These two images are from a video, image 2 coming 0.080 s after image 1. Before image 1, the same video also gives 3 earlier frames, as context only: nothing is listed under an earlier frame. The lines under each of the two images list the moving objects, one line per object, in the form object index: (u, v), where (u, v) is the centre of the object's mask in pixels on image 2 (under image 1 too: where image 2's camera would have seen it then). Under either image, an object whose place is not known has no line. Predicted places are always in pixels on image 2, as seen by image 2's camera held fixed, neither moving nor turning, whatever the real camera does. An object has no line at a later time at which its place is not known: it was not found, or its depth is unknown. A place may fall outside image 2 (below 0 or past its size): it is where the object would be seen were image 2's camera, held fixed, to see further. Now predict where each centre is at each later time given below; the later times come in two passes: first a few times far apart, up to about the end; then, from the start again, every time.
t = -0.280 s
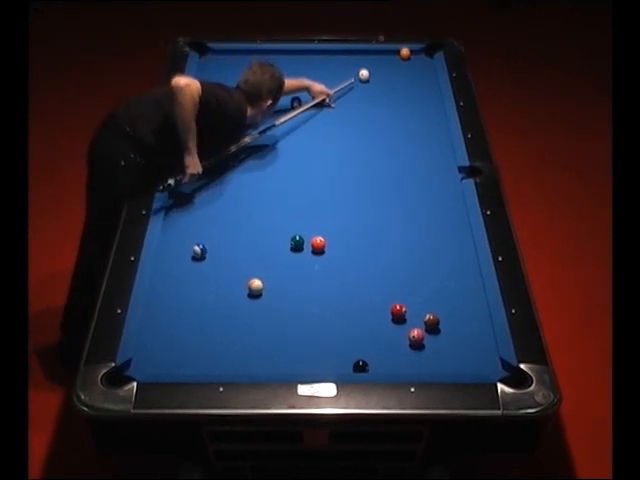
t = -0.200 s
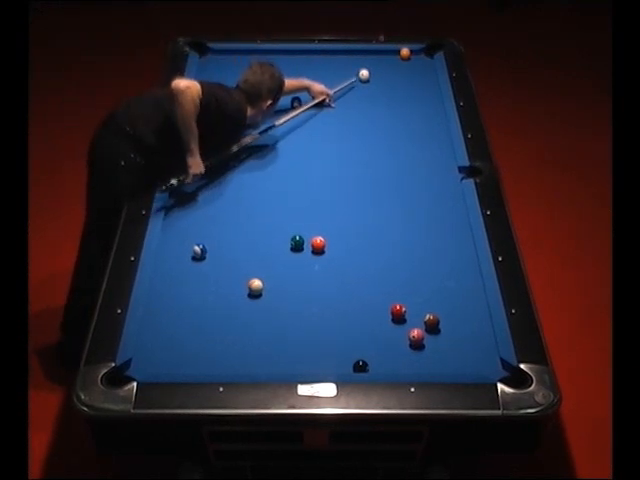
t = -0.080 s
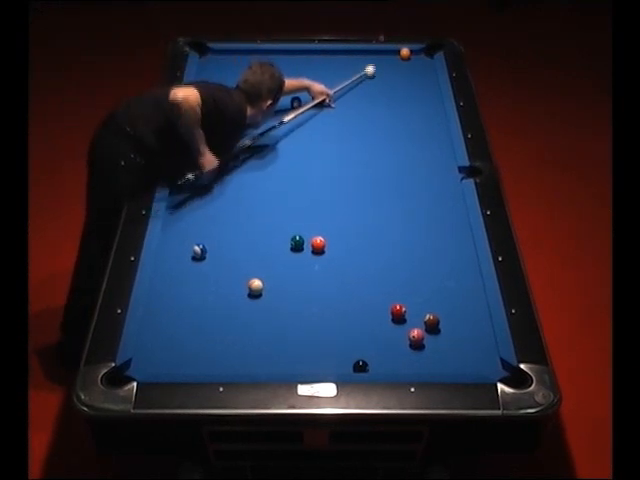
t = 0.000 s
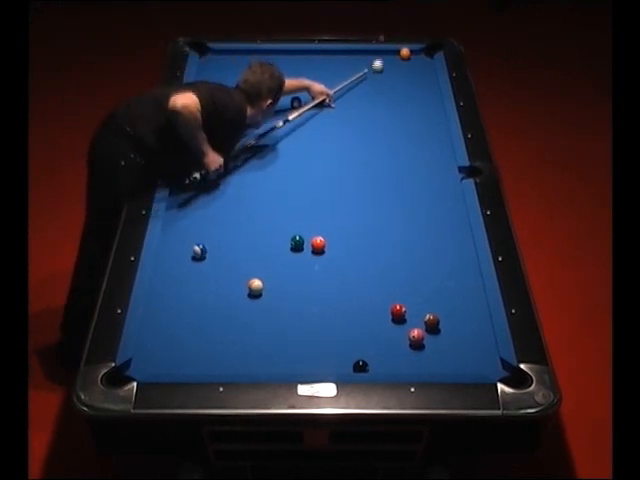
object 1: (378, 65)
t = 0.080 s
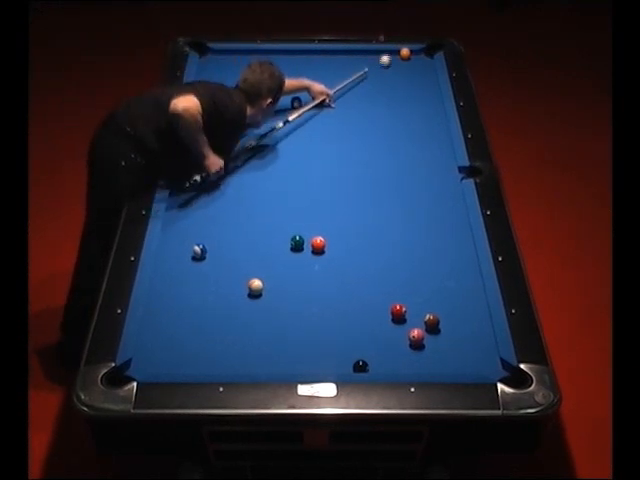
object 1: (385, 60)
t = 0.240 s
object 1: (394, 52)
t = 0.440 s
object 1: (391, 58)
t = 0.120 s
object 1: (389, 57)
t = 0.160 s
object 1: (392, 55)
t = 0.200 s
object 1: (394, 53)
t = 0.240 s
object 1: (394, 52)
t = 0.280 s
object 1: (393, 53)
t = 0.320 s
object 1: (393, 54)
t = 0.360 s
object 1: (392, 55)
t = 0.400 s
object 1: (391, 56)
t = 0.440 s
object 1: (391, 58)
